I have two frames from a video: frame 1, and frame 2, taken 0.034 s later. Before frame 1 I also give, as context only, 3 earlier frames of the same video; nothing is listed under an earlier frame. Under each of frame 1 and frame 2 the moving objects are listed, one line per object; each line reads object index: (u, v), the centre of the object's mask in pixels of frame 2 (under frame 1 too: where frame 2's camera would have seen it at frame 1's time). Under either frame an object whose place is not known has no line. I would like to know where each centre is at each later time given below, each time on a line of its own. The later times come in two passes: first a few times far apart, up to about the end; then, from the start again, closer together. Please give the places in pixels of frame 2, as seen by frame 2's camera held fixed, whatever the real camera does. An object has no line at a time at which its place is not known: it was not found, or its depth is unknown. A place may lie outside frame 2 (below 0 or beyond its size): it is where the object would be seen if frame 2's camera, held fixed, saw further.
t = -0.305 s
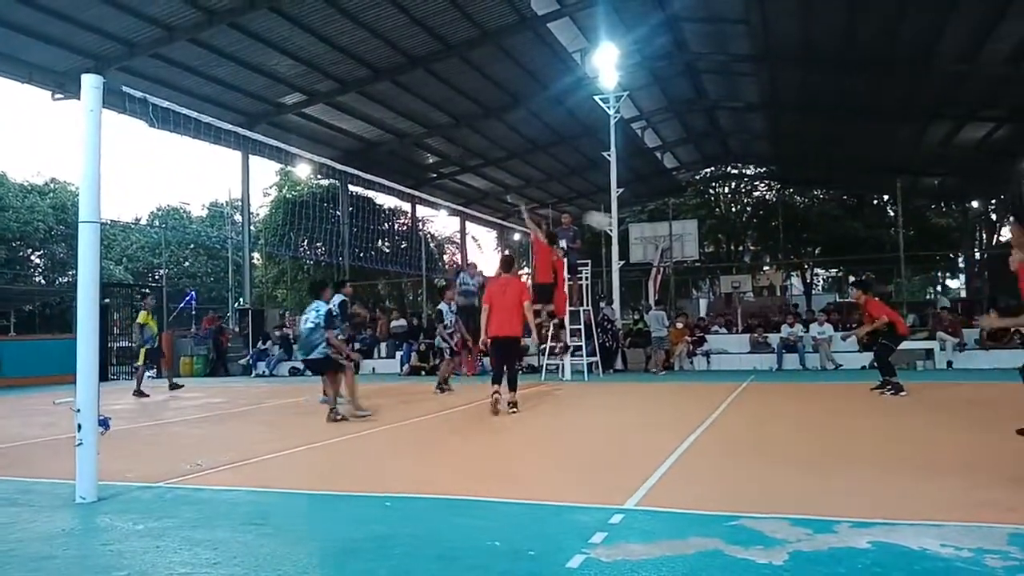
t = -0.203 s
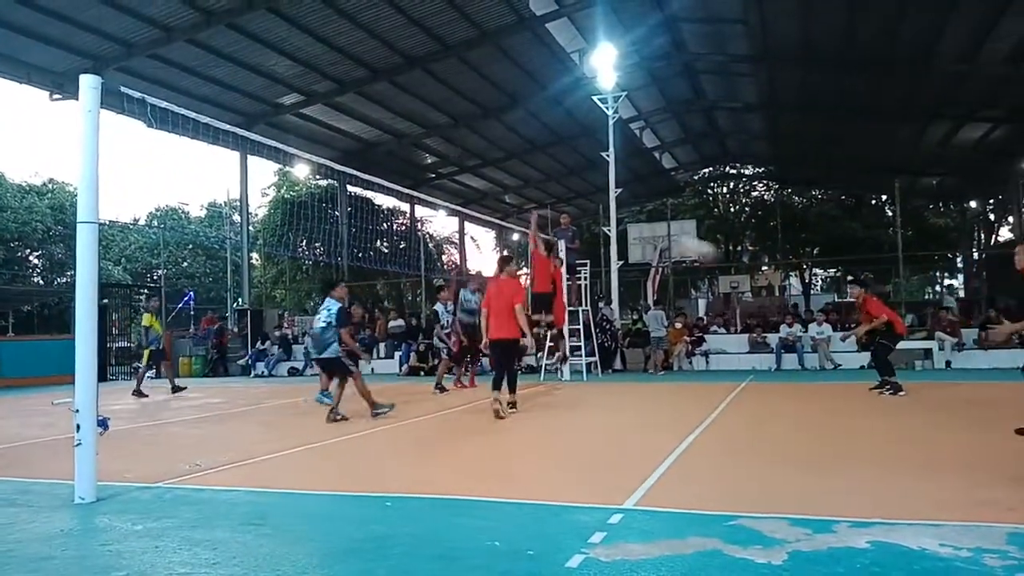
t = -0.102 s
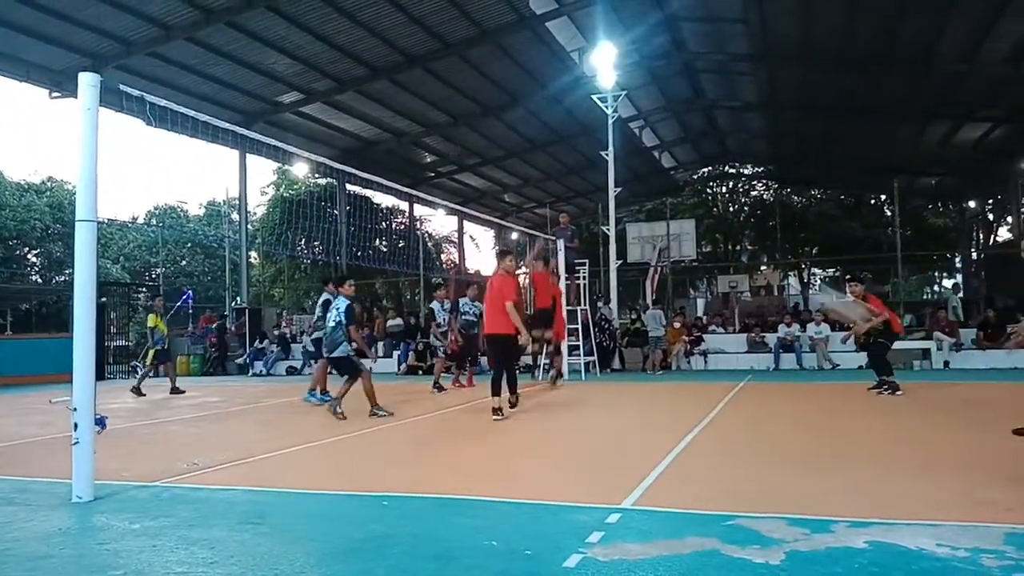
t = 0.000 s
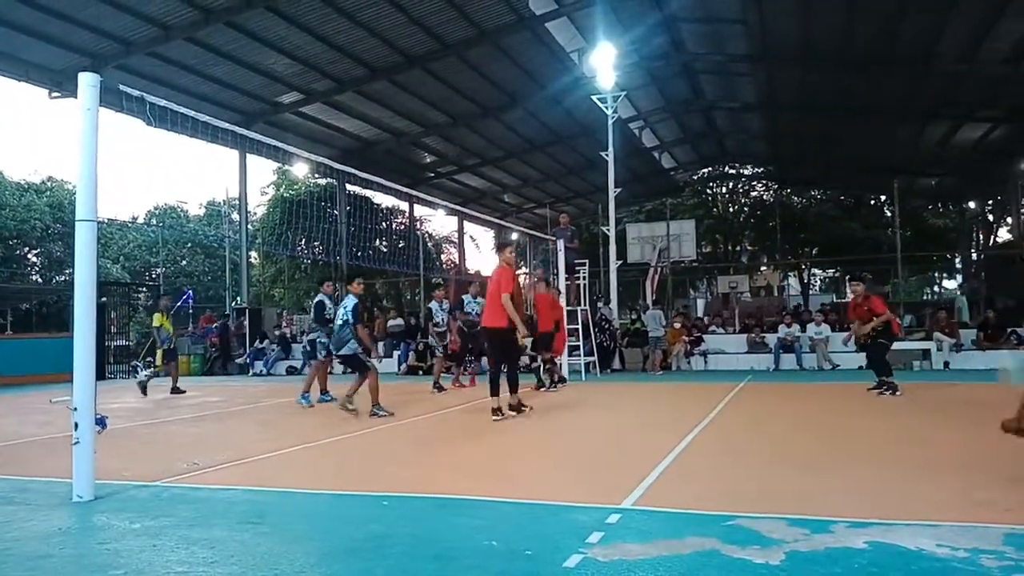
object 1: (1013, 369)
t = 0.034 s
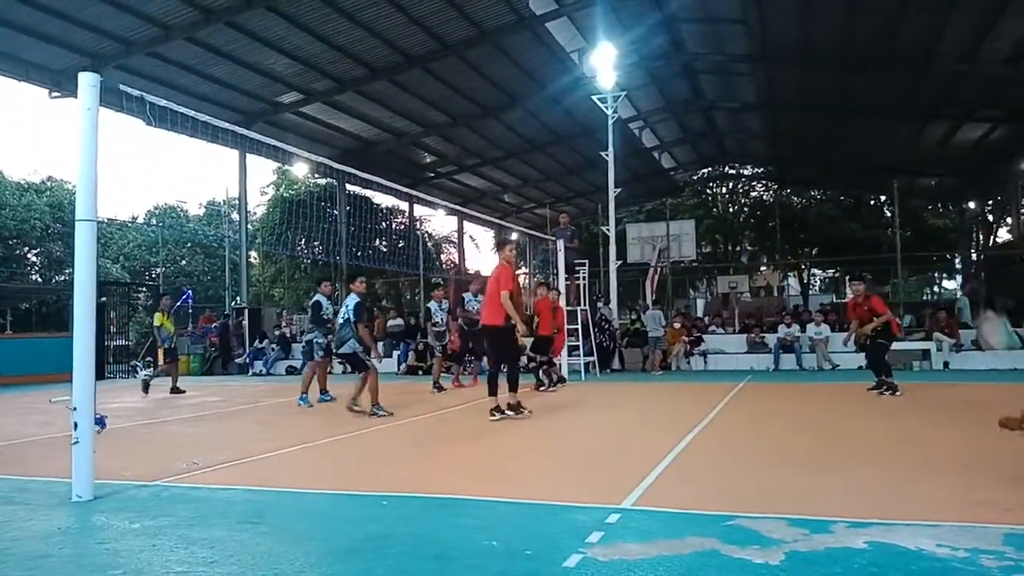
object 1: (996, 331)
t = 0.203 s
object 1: (916, 197)
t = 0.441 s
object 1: (845, 106)
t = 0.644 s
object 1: (807, 89)
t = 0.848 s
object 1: (779, 107)
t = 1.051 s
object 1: (759, 151)
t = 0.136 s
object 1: (943, 241)
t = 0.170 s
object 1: (930, 219)
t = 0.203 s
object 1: (916, 197)
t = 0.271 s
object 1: (892, 161)
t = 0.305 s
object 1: (881, 146)
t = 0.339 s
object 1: (871, 134)
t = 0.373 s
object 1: (863, 123)
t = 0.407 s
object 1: (854, 114)
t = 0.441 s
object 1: (845, 106)
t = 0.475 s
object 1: (838, 101)
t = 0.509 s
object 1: (831, 96)
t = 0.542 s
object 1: (824, 92)
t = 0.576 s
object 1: (818, 91)
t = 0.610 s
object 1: (812, 89)
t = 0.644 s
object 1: (807, 89)
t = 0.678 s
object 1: (801, 90)
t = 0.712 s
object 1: (796, 92)
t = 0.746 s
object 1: (792, 95)
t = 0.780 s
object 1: (788, 98)
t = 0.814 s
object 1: (783, 102)
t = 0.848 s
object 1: (779, 107)
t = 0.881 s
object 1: (775, 113)
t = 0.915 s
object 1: (771, 120)
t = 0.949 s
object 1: (768, 127)
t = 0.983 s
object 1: (765, 135)
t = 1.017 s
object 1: (762, 143)
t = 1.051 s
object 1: (759, 151)
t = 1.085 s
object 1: (757, 160)
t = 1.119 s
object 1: (754, 171)
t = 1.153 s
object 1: (751, 181)
